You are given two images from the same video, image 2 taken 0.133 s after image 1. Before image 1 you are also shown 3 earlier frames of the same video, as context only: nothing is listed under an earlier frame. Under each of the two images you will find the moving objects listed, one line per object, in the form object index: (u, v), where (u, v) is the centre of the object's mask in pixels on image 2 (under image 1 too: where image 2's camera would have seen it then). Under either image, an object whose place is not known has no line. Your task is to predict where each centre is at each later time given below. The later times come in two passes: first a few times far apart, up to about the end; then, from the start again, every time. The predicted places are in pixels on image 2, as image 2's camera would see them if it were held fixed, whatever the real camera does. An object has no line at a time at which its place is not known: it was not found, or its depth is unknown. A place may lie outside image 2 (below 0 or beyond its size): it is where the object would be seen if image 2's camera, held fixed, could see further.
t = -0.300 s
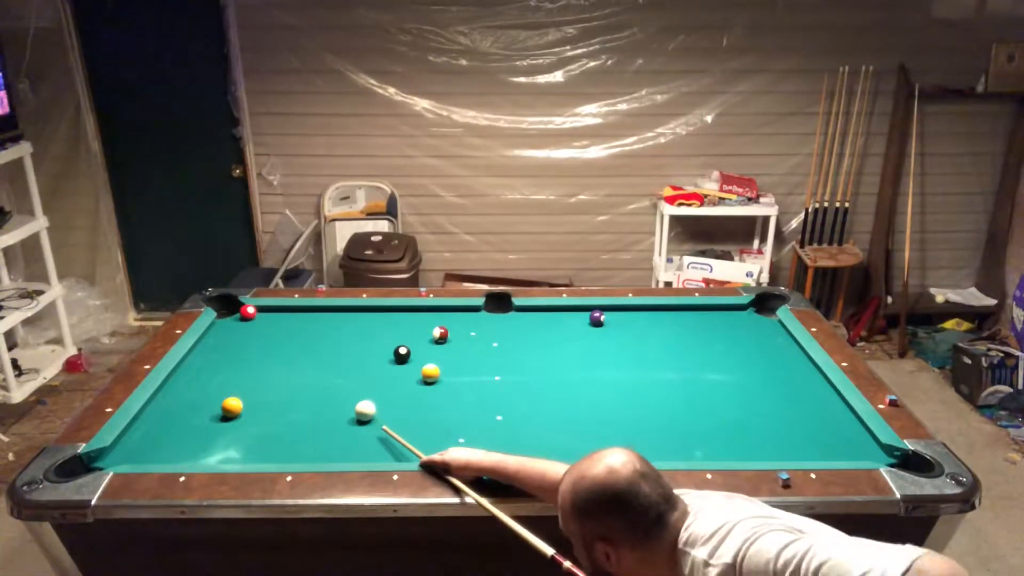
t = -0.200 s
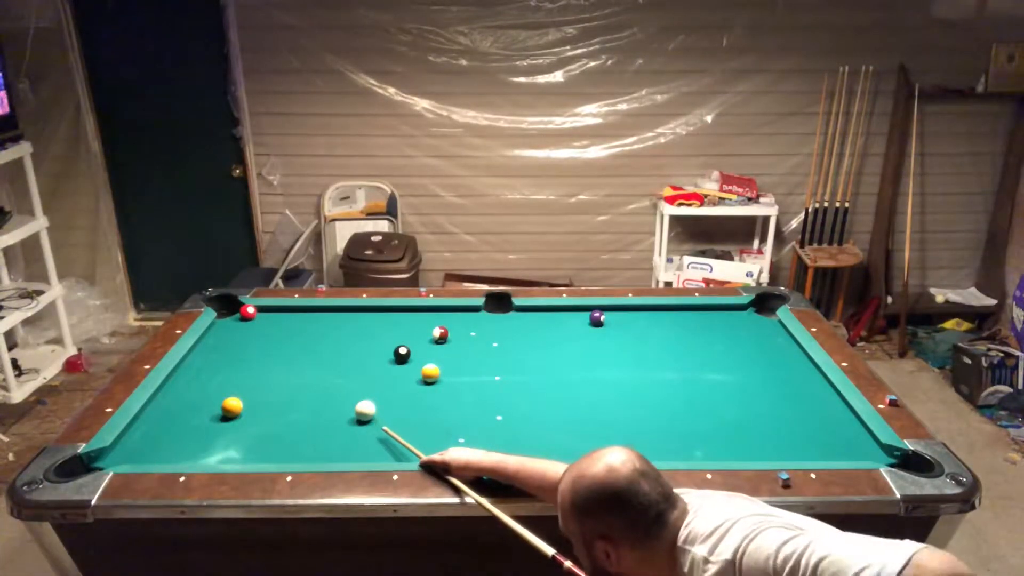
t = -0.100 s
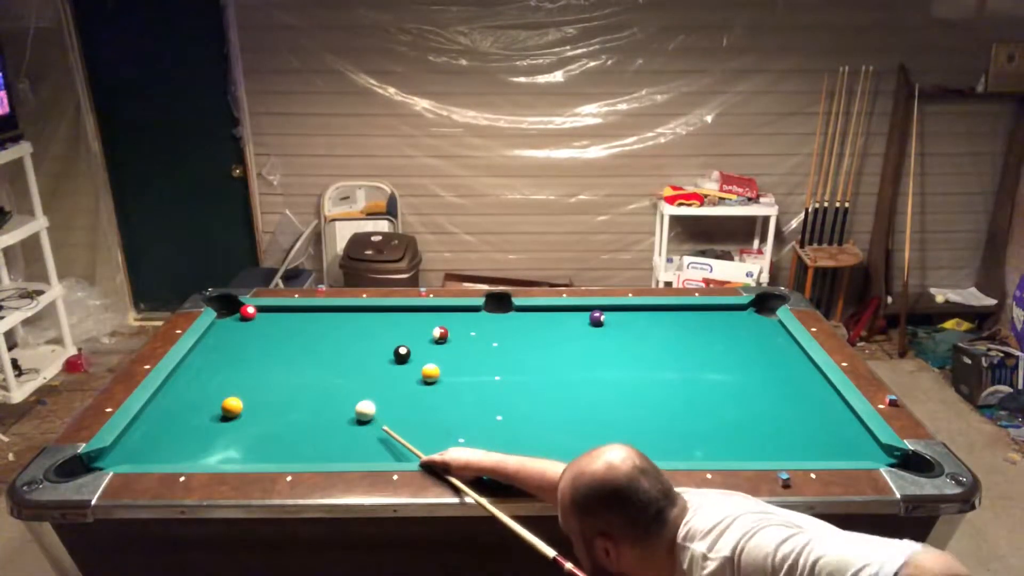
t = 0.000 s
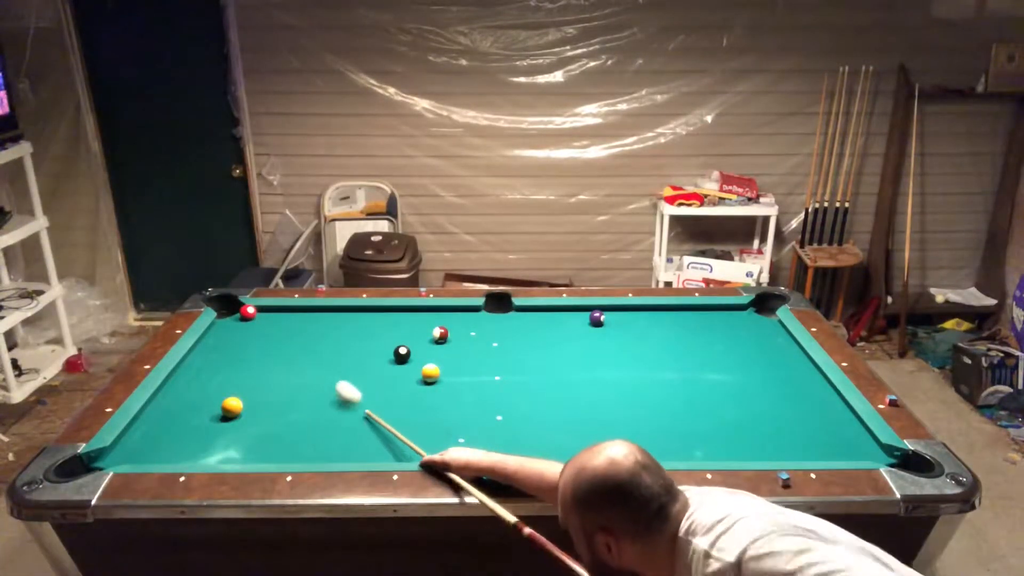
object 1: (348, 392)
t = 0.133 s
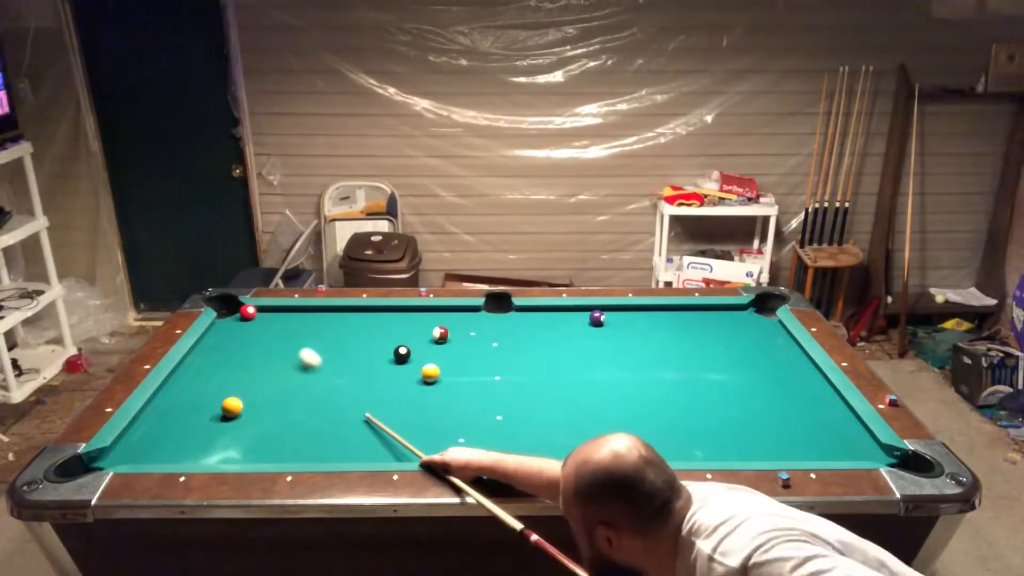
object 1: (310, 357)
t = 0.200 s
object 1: (295, 345)
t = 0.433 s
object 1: (264, 317)
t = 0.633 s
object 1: (268, 314)
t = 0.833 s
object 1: (272, 322)
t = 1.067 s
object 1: (276, 331)
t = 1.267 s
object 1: (280, 339)
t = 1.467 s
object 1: (283, 347)
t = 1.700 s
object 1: (287, 356)
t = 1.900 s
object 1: (291, 364)
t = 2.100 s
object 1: (294, 372)
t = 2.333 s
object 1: (299, 381)
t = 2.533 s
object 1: (304, 388)
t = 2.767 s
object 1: (309, 397)
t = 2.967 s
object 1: (314, 403)
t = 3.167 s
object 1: (319, 410)
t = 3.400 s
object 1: (325, 417)
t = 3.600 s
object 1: (331, 423)
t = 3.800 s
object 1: (336, 428)
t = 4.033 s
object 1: (342, 434)
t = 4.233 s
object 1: (346, 438)
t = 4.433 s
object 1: (350, 443)
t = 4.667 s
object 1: (355, 447)
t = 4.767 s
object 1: (356, 448)
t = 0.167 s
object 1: (302, 351)
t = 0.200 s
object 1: (295, 345)
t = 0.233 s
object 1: (290, 340)
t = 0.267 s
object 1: (284, 335)
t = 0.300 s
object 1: (279, 331)
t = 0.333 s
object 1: (275, 327)
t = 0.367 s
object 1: (271, 324)
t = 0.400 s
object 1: (268, 320)
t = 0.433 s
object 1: (264, 317)
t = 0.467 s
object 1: (263, 314)
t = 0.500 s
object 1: (265, 311)
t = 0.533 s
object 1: (267, 310)
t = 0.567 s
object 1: (268, 311)
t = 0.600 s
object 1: (268, 312)
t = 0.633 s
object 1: (268, 314)
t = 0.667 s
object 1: (269, 315)
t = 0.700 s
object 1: (270, 316)
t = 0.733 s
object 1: (270, 317)
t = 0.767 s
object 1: (271, 319)
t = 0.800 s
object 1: (271, 320)
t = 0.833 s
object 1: (272, 322)
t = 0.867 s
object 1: (272, 323)
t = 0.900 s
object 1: (273, 324)
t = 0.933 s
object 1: (273, 326)
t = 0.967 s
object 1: (274, 327)
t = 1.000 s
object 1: (275, 329)
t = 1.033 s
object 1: (275, 330)
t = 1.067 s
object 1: (276, 331)
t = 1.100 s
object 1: (276, 332)
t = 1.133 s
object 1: (277, 334)
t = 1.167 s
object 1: (278, 335)
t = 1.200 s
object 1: (278, 336)
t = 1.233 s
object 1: (279, 338)
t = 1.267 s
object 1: (280, 339)
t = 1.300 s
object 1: (280, 340)
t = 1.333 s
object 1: (281, 341)
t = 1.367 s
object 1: (281, 343)
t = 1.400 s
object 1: (282, 344)
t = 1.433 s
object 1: (282, 345)
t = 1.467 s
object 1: (283, 347)
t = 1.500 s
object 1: (284, 348)
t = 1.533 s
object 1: (284, 350)
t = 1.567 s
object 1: (285, 351)
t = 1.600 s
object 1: (285, 352)
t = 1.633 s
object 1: (286, 353)
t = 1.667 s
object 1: (286, 355)
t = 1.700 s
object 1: (287, 356)
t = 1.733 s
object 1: (287, 357)
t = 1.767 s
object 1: (288, 359)
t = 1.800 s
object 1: (289, 360)
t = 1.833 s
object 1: (289, 362)
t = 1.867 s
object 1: (290, 363)
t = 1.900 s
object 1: (291, 364)
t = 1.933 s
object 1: (291, 365)
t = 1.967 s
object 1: (292, 367)
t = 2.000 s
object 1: (292, 368)
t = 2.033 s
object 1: (293, 369)
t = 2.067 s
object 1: (294, 371)
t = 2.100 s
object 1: (294, 372)
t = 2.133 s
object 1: (295, 374)
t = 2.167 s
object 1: (296, 375)
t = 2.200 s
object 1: (296, 376)
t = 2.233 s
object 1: (297, 377)
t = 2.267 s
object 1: (298, 378)
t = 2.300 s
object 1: (298, 380)
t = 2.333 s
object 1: (299, 381)
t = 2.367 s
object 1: (300, 382)
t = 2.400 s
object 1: (301, 383)
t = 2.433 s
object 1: (301, 384)
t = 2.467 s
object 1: (302, 386)
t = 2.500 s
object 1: (303, 387)
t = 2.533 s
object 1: (304, 388)
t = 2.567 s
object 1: (304, 389)
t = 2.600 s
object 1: (305, 391)
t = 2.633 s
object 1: (306, 392)
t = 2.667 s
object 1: (307, 393)
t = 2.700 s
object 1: (308, 394)
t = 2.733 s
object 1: (308, 395)
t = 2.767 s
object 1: (309, 397)
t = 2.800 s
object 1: (310, 398)
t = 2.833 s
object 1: (311, 399)
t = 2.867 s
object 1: (312, 400)
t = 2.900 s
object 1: (312, 401)
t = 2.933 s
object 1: (313, 402)
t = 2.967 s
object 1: (314, 403)
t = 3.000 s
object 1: (315, 405)
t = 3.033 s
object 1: (316, 406)
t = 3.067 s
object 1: (316, 407)
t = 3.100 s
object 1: (317, 408)
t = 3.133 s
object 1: (318, 409)
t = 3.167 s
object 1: (319, 410)
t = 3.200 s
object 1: (320, 411)
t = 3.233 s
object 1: (321, 412)
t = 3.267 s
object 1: (322, 413)
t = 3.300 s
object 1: (323, 414)
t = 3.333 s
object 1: (323, 415)
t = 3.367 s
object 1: (324, 416)
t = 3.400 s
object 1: (325, 417)
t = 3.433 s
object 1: (326, 418)
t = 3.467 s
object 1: (327, 419)
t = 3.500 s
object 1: (328, 420)
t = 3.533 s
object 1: (328, 421)
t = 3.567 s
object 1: (330, 422)
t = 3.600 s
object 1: (331, 423)
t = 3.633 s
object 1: (331, 424)
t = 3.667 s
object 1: (332, 425)
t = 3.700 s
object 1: (333, 426)
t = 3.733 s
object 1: (334, 427)
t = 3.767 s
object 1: (335, 428)
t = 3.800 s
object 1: (336, 428)
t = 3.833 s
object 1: (337, 429)
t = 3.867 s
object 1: (338, 430)
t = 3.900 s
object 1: (338, 431)
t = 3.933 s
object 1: (339, 432)
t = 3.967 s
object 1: (340, 432)
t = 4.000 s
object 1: (341, 433)
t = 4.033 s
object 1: (342, 434)
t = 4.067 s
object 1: (343, 435)
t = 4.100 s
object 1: (343, 436)
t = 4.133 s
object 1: (344, 436)
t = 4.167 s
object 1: (345, 437)
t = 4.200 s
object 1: (345, 438)
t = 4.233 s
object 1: (346, 438)
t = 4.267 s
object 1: (347, 439)
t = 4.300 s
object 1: (348, 440)
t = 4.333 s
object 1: (348, 441)
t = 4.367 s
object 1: (349, 441)
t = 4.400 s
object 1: (350, 442)
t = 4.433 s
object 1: (350, 443)
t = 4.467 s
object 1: (351, 443)
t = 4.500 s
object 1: (352, 444)
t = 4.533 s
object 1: (352, 445)
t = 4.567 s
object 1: (353, 445)
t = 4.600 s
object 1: (353, 446)
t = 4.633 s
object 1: (354, 446)
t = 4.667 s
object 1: (355, 447)
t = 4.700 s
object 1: (356, 447)
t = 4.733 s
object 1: (356, 448)
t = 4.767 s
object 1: (356, 448)
